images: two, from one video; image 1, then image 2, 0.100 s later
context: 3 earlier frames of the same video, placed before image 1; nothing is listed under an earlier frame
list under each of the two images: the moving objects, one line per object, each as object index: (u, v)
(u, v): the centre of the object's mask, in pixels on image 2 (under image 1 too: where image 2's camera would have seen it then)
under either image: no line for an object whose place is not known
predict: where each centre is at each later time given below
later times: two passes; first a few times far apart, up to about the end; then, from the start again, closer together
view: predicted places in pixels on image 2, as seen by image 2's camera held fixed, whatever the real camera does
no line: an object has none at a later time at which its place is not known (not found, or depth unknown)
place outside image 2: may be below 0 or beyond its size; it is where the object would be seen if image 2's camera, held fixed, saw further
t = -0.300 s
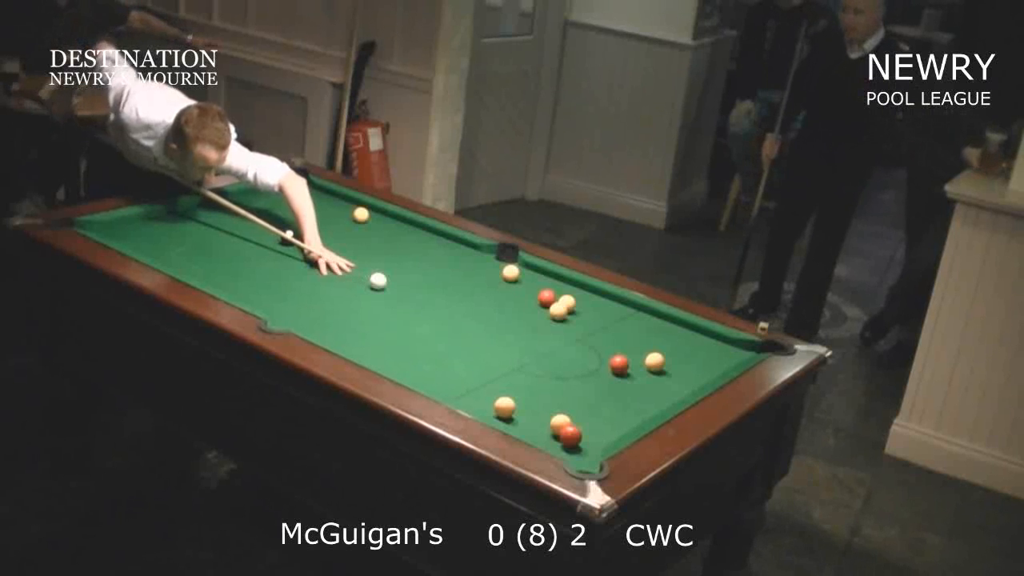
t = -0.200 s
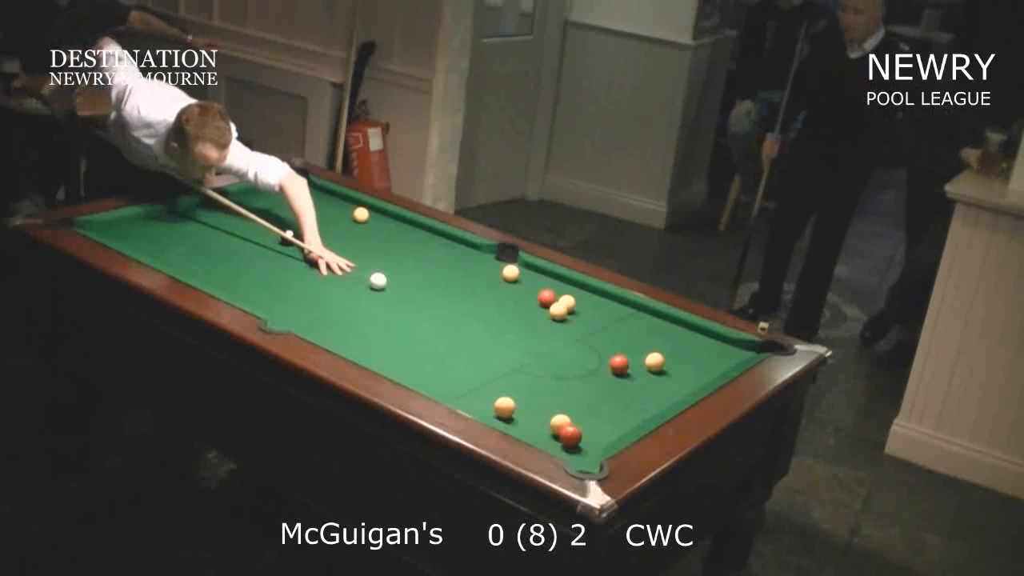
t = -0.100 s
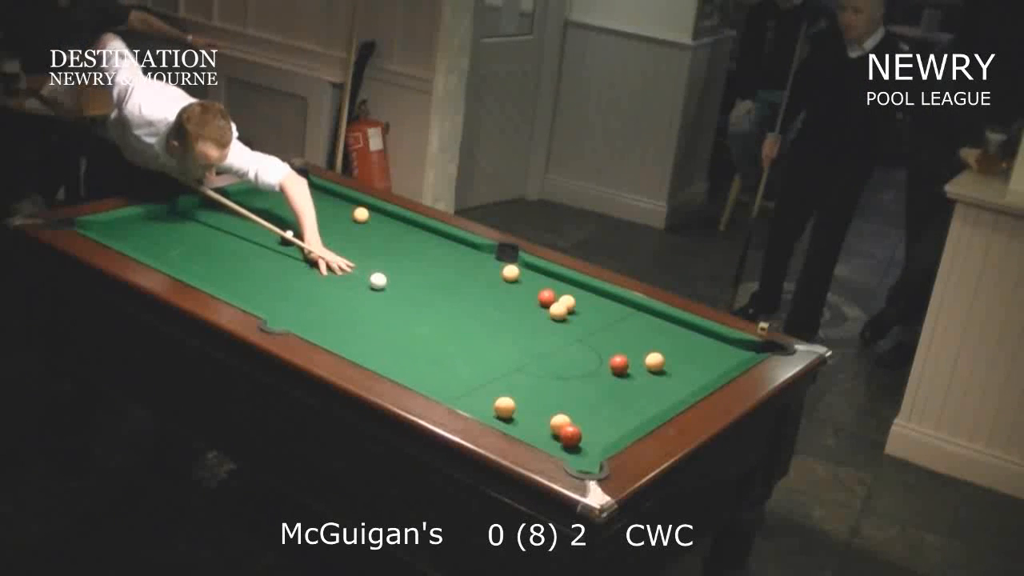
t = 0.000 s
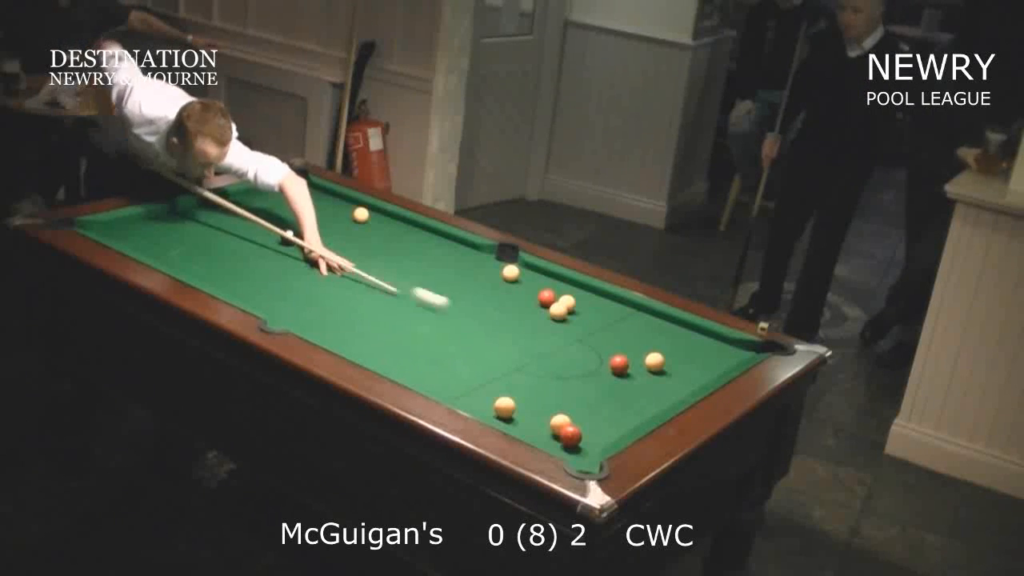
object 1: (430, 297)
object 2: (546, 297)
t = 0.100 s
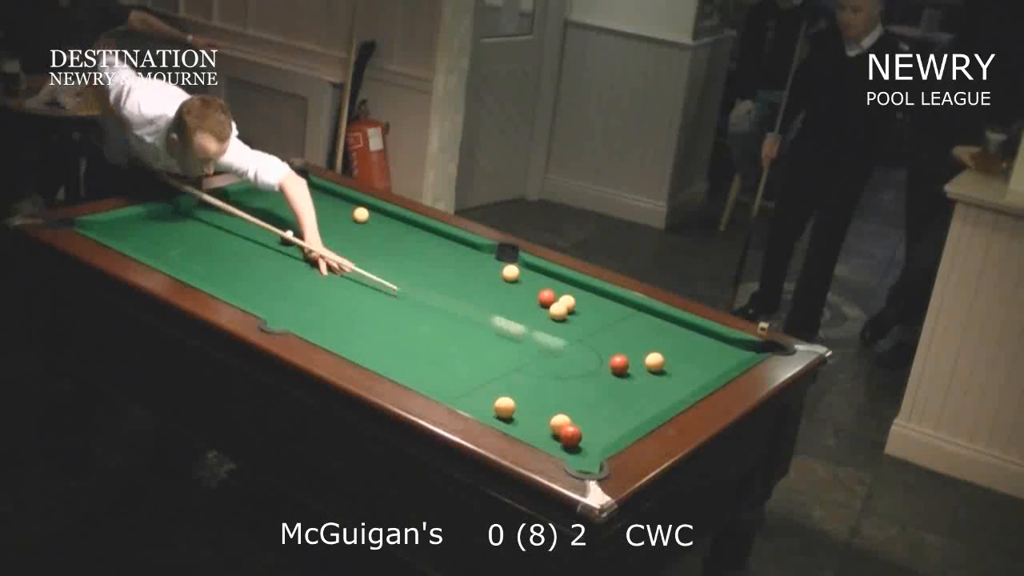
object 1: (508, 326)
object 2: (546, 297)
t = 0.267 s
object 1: (590, 377)
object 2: (546, 297)
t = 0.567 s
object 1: (553, 406)
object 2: (546, 297)
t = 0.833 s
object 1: (533, 425)
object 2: (525, 291)
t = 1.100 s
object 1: (545, 411)
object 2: (494, 283)
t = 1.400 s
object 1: (554, 396)
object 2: (461, 274)
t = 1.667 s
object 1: (561, 384)
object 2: (435, 267)
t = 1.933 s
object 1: (566, 374)
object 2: (413, 261)
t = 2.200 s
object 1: (572, 365)
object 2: (392, 255)
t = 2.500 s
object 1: (577, 358)
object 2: (371, 249)
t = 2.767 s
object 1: (580, 352)
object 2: (354, 245)
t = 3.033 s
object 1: (582, 348)
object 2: (340, 241)
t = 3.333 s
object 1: (584, 345)
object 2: (326, 238)
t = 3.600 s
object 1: (586, 343)
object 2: (316, 235)
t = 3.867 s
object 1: (586, 342)
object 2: (308, 233)
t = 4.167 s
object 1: (586, 342)
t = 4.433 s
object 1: (586, 342)
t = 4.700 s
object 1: (586, 342)
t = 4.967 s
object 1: (586, 342)
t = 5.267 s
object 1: (586, 342)
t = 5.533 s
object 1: (586, 342)
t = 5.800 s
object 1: (586, 342)
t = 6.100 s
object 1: (586, 341)
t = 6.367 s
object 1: (586, 341)
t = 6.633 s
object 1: (586, 341)
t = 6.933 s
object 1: (586, 341)
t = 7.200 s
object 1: (586, 341)
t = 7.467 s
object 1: (586, 341)
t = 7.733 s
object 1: (586, 342)
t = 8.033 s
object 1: (586, 342)
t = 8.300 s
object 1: (586, 342)
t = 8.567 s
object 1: (586, 341)
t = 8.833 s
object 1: (586, 341)
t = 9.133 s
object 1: (586, 341)
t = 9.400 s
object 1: (586, 341)
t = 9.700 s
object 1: (586, 341)
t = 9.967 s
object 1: (586, 341)
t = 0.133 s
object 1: (548, 341)
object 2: (546, 297)
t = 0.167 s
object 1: (587, 355)
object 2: (546, 297)
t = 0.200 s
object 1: (598, 365)
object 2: (546, 297)
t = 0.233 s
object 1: (594, 372)
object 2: (546, 297)
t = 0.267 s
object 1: (590, 377)
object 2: (546, 297)
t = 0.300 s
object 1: (587, 380)
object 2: (546, 297)
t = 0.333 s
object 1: (585, 383)
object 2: (546, 297)
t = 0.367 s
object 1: (580, 387)
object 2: (546, 297)
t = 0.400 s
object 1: (575, 391)
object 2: (546, 297)
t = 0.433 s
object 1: (570, 395)
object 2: (546, 297)
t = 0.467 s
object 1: (564, 399)
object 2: (546, 297)
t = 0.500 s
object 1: (561, 401)
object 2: (546, 297)
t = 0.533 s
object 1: (558, 402)
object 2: (546, 297)
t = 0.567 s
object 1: (553, 406)
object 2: (546, 297)
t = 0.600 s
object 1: (547, 412)
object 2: (546, 297)
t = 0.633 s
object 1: (542, 417)
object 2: (546, 297)
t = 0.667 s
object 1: (537, 421)
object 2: (546, 297)
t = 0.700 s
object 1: (534, 423)
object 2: (544, 296)
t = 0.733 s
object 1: (531, 424)
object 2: (540, 295)
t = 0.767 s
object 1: (526, 427)
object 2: (535, 294)
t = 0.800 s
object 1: (529, 426)
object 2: (530, 293)
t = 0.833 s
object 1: (533, 425)
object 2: (525, 291)
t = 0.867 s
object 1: (535, 424)
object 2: (521, 290)
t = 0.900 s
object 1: (537, 423)
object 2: (518, 290)
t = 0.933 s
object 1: (539, 421)
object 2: (515, 289)
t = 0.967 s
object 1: (540, 419)
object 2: (510, 288)
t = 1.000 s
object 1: (542, 417)
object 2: (505, 286)
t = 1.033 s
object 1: (543, 414)
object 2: (500, 285)
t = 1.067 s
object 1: (544, 413)
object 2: (497, 284)
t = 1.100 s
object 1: (545, 411)
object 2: (494, 283)
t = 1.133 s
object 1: (546, 410)
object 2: (491, 282)
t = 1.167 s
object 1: (547, 408)
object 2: (487, 281)
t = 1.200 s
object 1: (548, 405)
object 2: (483, 280)
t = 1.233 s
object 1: (550, 403)
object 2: (478, 278)
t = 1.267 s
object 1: (551, 402)
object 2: (475, 278)
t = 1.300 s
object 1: (551, 401)
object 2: (472, 277)
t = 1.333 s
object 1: (552, 399)
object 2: (469, 276)
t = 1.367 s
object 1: (553, 397)
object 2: (465, 275)
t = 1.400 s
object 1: (554, 396)
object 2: (461, 274)
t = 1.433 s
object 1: (555, 394)
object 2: (457, 273)
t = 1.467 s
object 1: (556, 392)
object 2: (454, 272)
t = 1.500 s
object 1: (557, 391)
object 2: (452, 272)
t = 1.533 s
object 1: (557, 390)
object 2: (449, 271)
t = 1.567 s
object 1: (558, 388)
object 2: (446, 270)
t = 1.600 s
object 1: (559, 386)
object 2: (442, 269)
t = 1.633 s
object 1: (560, 385)
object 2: (438, 268)
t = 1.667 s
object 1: (561, 384)
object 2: (435, 267)
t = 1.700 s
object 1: (561, 383)
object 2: (433, 267)
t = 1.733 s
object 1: (562, 382)
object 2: (431, 266)
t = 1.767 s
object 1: (563, 380)
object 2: (428, 265)
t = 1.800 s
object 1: (564, 378)
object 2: (424, 264)
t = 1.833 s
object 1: (565, 377)
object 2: (421, 263)
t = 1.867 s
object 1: (565, 376)
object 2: (418, 262)
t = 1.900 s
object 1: (566, 375)
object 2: (416, 262)
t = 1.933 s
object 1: (566, 374)
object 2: (413, 261)
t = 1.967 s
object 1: (567, 373)
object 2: (410, 260)
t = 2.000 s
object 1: (568, 371)
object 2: (407, 259)
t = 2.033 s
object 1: (569, 370)
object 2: (404, 259)
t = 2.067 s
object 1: (569, 369)
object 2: (402, 258)
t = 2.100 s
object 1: (570, 368)
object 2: (400, 257)
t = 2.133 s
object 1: (570, 368)
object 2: (398, 257)
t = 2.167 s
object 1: (571, 366)
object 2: (395, 256)
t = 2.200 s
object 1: (572, 365)
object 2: (392, 255)
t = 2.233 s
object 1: (573, 364)
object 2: (389, 254)
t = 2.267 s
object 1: (573, 363)
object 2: (386, 254)
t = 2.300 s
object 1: (574, 363)
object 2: (385, 253)
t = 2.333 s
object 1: (574, 362)
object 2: (382, 253)
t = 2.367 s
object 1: (575, 361)
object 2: (380, 252)
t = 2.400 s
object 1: (575, 360)
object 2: (377, 251)
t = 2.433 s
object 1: (576, 359)
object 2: (375, 251)
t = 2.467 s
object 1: (576, 358)
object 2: (372, 250)
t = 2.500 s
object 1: (577, 358)
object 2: (371, 249)
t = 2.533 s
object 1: (577, 357)
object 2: (369, 249)
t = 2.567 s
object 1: (577, 356)
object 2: (366, 248)
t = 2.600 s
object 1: (578, 355)
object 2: (364, 248)
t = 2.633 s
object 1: (579, 354)
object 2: (361, 247)
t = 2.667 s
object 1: (579, 354)
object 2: (359, 246)
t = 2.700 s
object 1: (579, 354)
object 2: (358, 246)
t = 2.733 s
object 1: (579, 353)
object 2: (356, 246)
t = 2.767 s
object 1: (580, 352)
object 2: (354, 245)
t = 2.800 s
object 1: (580, 352)
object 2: (352, 244)
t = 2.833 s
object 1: (580, 351)
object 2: (350, 244)
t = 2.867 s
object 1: (580, 350)
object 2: (348, 243)
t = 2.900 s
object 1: (581, 350)
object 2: (347, 243)
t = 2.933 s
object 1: (581, 349)
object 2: (346, 242)
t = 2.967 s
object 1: (581, 349)
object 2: (343, 242)
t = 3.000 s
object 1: (581, 348)
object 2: (341, 242)
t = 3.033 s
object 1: (582, 348)
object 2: (340, 241)
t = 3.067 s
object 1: (582, 347)
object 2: (338, 241)
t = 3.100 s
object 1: (582, 347)
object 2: (337, 241)
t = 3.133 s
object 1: (583, 347)
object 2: (335, 240)
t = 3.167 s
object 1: (583, 346)
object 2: (334, 240)
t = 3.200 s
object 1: (583, 346)
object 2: (332, 239)
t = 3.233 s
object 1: (584, 345)
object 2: (330, 239)
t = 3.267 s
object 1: (584, 345)
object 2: (329, 238)
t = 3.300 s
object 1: (584, 345)
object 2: (328, 238)
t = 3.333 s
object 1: (584, 345)
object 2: (326, 238)
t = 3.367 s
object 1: (585, 344)
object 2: (325, 237)
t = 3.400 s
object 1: (585, 344)
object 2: (323, 237)
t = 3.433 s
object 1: (585, 344)
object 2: (321, 236)
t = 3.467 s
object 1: (585, 343)
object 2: (320, 236)
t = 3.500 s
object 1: (585, 343)
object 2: (319, 236)
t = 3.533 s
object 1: (585, 343)
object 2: (318, 235)
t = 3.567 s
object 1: (585, 343)
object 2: (317, 235)
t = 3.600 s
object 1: (586, 343)
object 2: (316, 235)
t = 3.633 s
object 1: (586, 342)
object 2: (314, 235)
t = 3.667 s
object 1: (586, 342)
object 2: (313, 234)
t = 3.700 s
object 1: (586, 342)
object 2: (313, 234)
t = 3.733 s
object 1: (586, 342)
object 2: (312, 234)
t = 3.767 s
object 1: (586, 342)
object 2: (311, 234)
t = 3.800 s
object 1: (586, 342)
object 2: (309, 233)
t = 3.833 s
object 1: (586, 342)
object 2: (309, 233)
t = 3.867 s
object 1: (586, 342)
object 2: (308, 233)
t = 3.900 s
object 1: (586, 342)
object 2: (307, 233)
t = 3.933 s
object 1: (587, 342)
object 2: (306, 233)
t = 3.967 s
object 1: (587, 342)
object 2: (305, 232)
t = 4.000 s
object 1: (586, 342)
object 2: (305, 232)
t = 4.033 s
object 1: (586, 342)
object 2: (304, 232)
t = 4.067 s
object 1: (586, 342)
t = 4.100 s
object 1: (586, 341)
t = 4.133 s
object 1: (586, 341)
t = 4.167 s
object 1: (586, 342)
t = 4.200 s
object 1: (586, 341)
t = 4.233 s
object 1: (586, 342)
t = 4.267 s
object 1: (586, 342)
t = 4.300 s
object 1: (586, 342)
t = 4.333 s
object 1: (586, 342)
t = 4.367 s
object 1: (586, 342)
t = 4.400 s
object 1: (586, 342)
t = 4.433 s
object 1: (586, 342)
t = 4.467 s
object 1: (586, 342)
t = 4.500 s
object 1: (586, 342)
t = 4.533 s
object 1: (586, 342)
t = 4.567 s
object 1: (586, 342)
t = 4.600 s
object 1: (586, 342)
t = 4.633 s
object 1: (586, 342)
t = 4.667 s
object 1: (586, 342)
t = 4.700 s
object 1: (586, 342)
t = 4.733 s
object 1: (586, 342)
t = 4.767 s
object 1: (586, 342)
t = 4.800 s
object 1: (586, 342)
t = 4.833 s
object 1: (586, 342)
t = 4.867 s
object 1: (586, 342)
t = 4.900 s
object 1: (586, 342)
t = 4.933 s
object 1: (586, 342)
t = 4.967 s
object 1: (586, 342)
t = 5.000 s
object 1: (586, 342)
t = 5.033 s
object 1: (586, 342)
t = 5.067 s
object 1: (586, 342)
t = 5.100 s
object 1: (586, 342)
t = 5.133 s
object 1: (586, 342)
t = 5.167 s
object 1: (586, 342)
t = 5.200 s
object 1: (586, 342)
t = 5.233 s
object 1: (586, 342)
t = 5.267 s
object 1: (586, 342)
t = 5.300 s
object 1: (586, 342)
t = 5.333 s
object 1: (586, 342)
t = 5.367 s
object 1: (586, 342)
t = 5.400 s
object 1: (586, 342)
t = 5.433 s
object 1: (586, 342)
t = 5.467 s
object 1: (586, 342)
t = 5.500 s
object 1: (586, 342)
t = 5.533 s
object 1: (586, 342)
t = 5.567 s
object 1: (587, 341)
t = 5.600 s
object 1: (586, 342)
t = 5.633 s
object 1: (586, 342)
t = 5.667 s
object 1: (586, 342)
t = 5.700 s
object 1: (586, 342)
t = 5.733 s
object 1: (586, 342)
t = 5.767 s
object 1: (586, 342)
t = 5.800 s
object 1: (586, 342)
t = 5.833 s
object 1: (586, 341)
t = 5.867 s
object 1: (586, 341)
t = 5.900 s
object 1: (586, 341)
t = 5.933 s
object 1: (586, 342)
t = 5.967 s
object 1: (586, 341)
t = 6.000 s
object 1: (586, 341)
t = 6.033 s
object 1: (586, 341)
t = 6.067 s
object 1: (586, 341)
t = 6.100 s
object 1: (586, 341)
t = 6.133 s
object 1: (586, 341)
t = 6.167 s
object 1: (586, 341)
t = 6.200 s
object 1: (586, 341)
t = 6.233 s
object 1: (586, 341)
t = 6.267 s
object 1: (586, 341)
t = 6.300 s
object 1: (586, 341)
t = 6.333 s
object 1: (586, 341)
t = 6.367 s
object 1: (586, 341)
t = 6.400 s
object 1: (586, 341)
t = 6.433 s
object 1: (586, 341)
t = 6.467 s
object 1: (586, 341)
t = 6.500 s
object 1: (586, 341)
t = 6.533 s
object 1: (586, 341)
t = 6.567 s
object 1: (586, 341)
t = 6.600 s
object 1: (586, 341)
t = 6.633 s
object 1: (586, 341)
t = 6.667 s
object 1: (586, 341)
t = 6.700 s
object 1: (586, 341)
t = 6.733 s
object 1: (586, 341)
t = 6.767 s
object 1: (586, 341)
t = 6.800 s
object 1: (586, 341)
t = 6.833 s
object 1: (586, 341)
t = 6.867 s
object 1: (586, 341)
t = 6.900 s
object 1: (586, 341)
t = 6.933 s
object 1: (586, 341)
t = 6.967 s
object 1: (586, 341)
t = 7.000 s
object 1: (586, 341)
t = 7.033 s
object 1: (586, 341)
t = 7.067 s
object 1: (586, 341)
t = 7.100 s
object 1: (586, 341)
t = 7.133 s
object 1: (586, 341)
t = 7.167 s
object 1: (586, 341)
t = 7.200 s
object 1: (586, 341)
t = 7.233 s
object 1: (586, 341)
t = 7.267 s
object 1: (586, 341)
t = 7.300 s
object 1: (586, 341)
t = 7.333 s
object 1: (586, 341)
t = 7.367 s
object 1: (586, 341)
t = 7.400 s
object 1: (586, 341)
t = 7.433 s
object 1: (586, 341)
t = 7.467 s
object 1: (586, 341)
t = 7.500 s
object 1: (586, 341)
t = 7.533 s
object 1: (586, 341)
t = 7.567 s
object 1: (586, 341)
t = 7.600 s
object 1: (586, 341)
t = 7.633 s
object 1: (586, 342)
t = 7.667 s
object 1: (586, 342)
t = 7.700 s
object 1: (586, 342)
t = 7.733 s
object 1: (586, 342)
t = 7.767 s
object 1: (586, 342)
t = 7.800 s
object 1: (586, 342)
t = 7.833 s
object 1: (586, 342)
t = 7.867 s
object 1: (586, 342)
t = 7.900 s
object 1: (586, 341)
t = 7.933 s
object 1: (586, 342)
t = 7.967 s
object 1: (586, 342)
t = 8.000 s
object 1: (586, 342)
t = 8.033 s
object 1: (586, 342)
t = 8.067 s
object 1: (586, 342)
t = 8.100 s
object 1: (586, 342)
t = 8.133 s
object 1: (586, 342)
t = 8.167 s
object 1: (586, 342)
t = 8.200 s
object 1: (586, 342)
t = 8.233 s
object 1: (586, 342)
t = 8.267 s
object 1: (586, 342)
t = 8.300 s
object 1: (586, 342)
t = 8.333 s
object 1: (586, 341)
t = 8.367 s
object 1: (586, 341)
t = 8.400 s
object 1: (586, 342)
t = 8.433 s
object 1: (586, 341)
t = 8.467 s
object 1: (586, 341)
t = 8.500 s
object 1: (586, 341)
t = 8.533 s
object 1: (586, 341)
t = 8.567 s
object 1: (586, 341)
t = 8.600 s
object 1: (586, 341)
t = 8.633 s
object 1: (586, 341)
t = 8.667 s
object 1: (586, 341)
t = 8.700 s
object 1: (586, 341)
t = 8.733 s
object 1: (586, 341)
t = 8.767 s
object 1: (586, 341)
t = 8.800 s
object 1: (586, 341)
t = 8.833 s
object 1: (586, 341)
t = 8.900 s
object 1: (586, 341)
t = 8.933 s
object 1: (586, 341)
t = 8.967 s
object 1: (586, 342)
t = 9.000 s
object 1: (586, 341)
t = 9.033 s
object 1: (586, 341)
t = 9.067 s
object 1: (586, 341)
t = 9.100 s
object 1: (586, 341)
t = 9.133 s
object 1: (586, 341)
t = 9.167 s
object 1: (586, 341)
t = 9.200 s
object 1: (586, 341)
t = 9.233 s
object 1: (586, 341)
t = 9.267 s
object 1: (586, 341)
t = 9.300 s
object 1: (586, 341)
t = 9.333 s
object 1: (586, 341)
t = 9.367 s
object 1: (586, 341)
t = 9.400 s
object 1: (586, 341)
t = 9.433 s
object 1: (586, 341)
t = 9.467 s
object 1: (586, 341)
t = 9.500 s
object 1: (586, 341)
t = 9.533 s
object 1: (586, 341)
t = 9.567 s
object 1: (586, 341)
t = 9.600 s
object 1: (586, 341)
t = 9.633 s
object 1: (586, 341)
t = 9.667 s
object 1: (586, 341)
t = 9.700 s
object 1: (586, 341)
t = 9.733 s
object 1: (586, 341)
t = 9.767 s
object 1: (586, 341)
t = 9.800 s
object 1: (586, 341)
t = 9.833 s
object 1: (586, 341)
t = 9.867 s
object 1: (586, 341)
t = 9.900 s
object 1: (586, 341)
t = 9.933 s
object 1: (586, 341)
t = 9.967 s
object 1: (586, 341)
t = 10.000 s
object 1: (586, 341)
